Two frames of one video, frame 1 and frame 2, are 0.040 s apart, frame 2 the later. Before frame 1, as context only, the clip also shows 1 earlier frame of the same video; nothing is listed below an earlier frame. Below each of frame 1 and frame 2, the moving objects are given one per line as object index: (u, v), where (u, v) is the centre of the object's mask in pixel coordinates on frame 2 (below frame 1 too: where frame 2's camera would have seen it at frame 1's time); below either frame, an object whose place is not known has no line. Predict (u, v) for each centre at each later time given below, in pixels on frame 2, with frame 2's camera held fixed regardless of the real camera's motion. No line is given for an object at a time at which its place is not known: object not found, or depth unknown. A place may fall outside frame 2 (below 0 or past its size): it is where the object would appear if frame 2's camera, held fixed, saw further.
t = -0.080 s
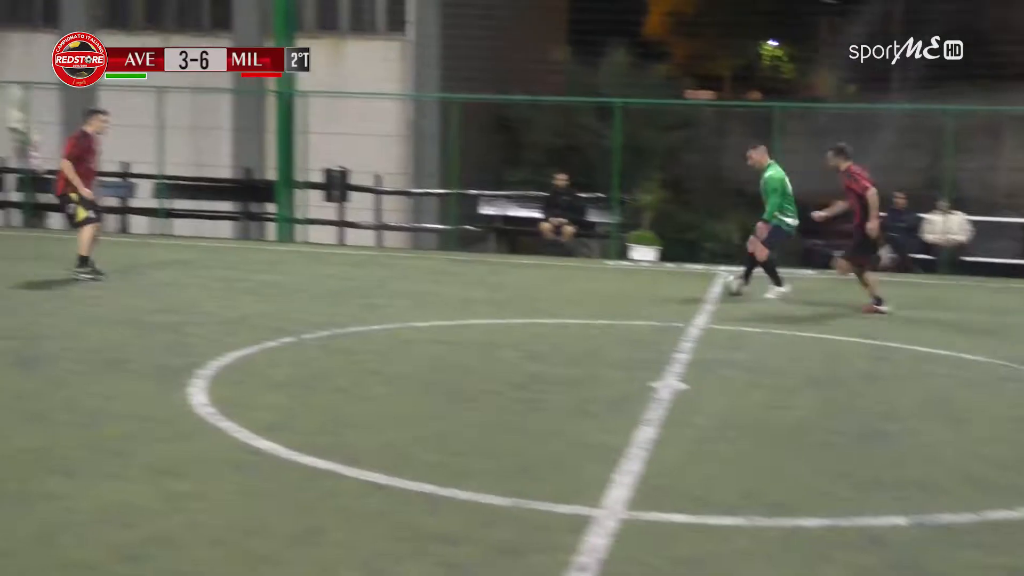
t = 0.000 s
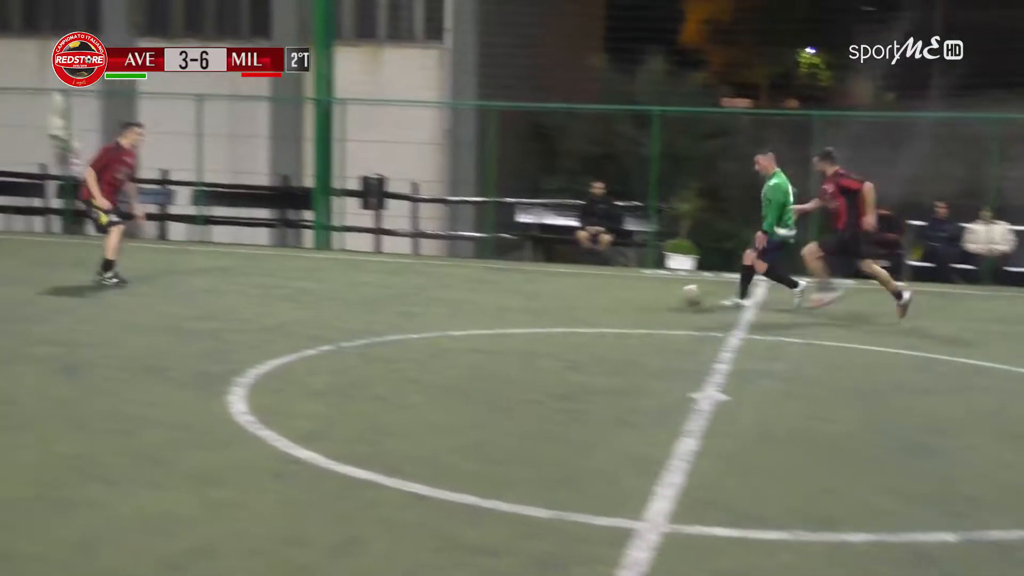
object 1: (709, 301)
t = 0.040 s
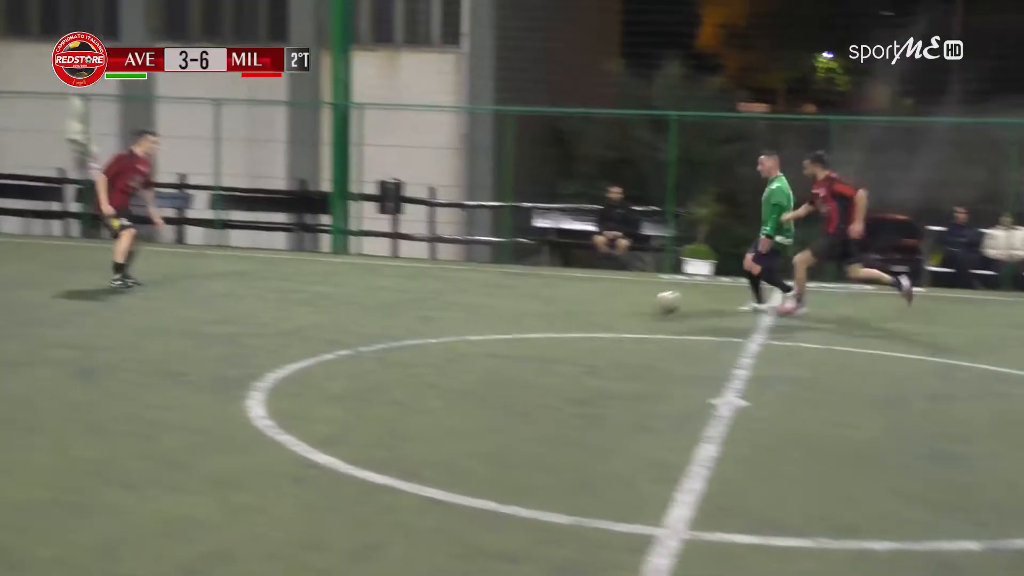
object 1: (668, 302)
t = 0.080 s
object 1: (623, 307)
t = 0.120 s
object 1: (576, 314)
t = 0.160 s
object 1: (530, 312)
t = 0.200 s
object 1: (483, 314)
